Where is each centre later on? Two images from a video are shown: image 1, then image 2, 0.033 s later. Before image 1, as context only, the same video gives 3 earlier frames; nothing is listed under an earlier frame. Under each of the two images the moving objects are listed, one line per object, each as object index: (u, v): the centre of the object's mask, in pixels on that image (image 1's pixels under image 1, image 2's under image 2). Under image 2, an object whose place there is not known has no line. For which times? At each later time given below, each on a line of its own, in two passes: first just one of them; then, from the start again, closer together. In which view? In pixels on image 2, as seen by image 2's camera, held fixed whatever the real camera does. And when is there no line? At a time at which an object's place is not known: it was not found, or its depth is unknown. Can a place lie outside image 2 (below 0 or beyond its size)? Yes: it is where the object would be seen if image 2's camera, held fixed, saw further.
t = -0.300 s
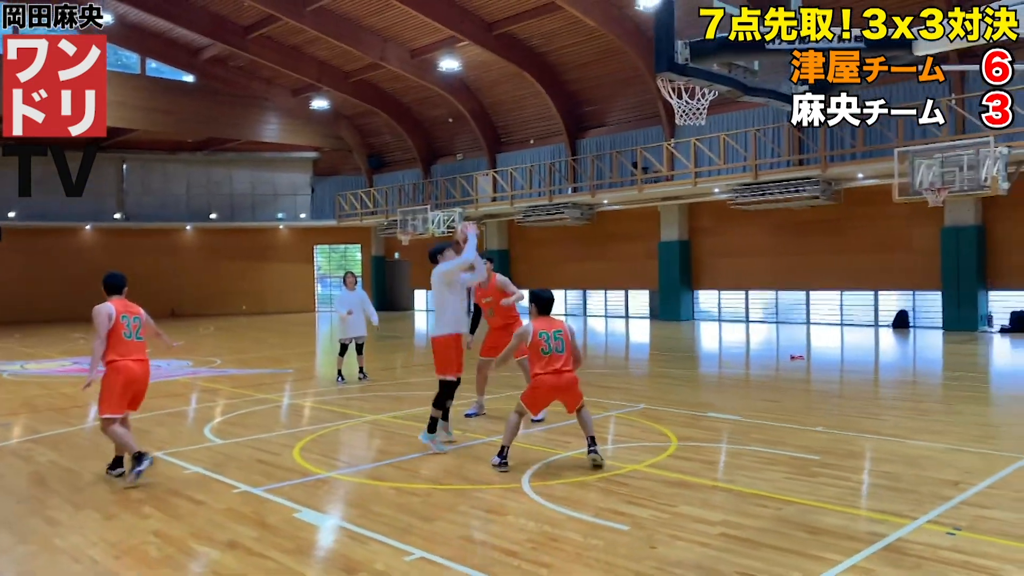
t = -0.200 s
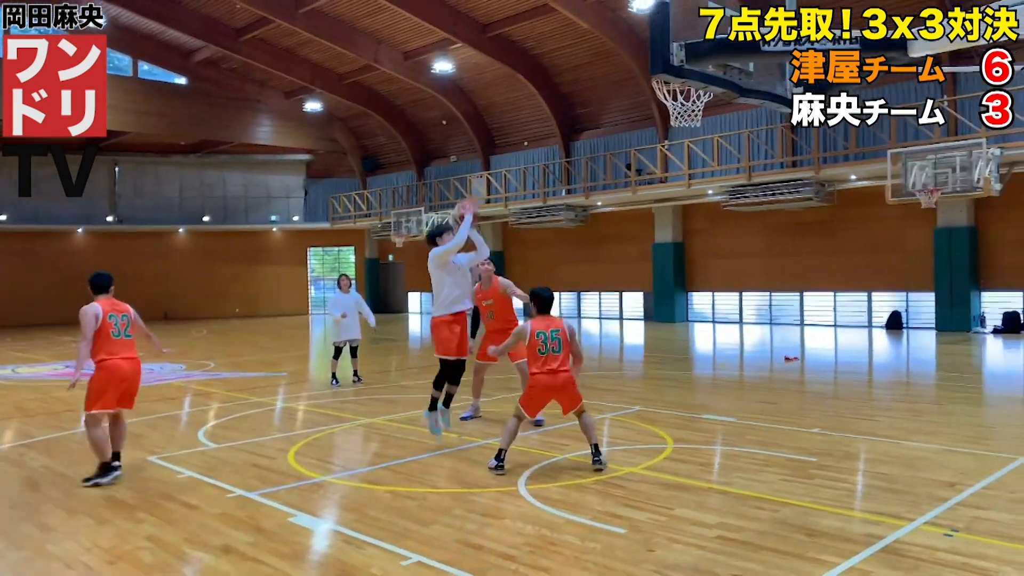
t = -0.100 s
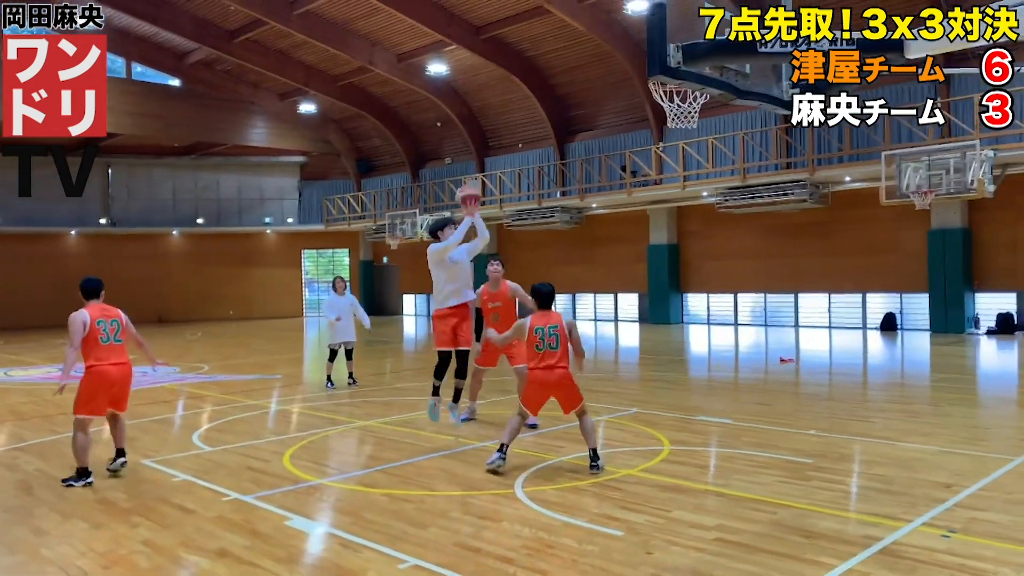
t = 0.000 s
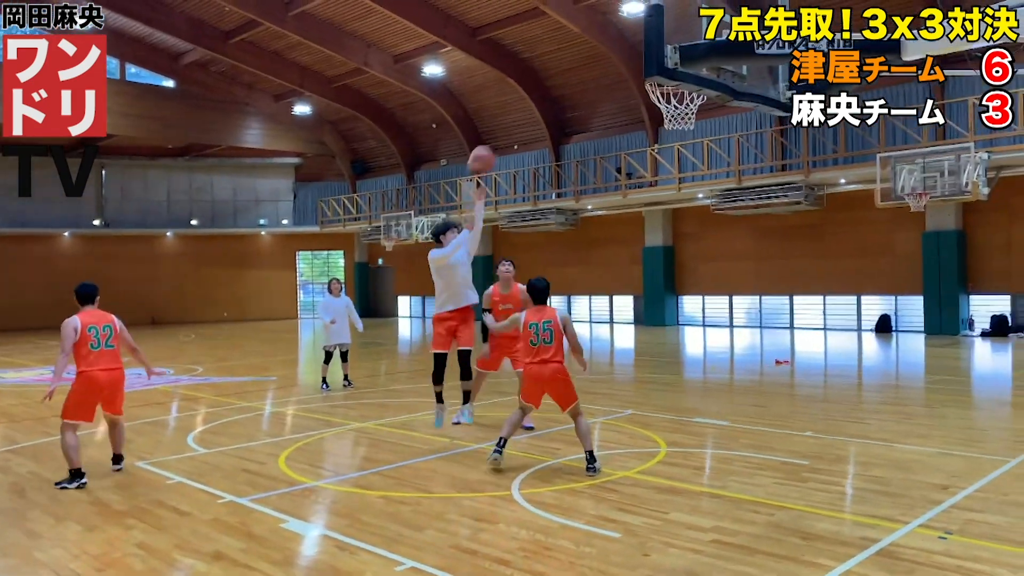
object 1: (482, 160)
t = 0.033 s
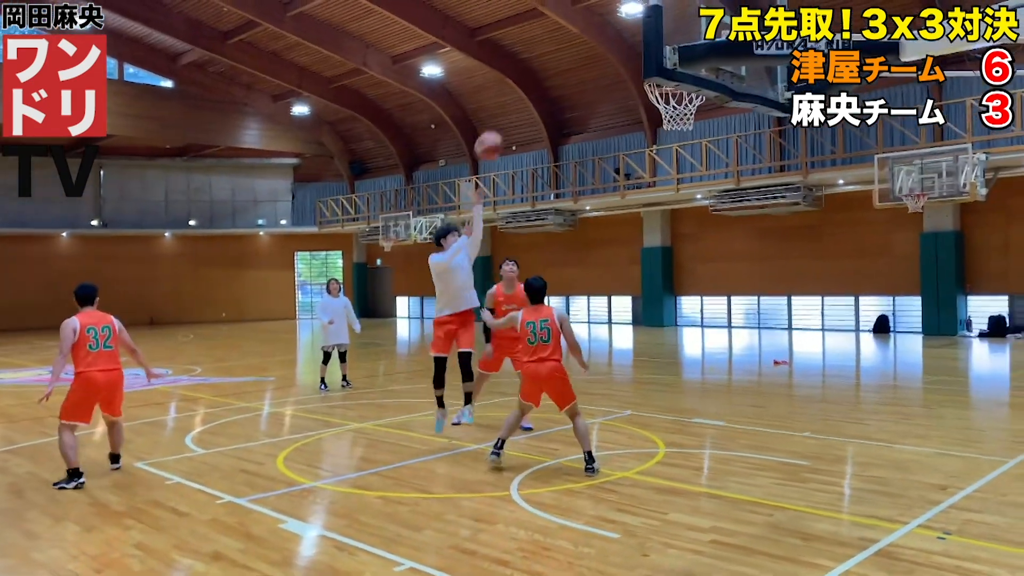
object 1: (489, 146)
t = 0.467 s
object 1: (613, 39)
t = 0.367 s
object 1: (582, 46)
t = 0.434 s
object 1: (603, 40)
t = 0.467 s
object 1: (613, 39)
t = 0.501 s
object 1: (625, 40)
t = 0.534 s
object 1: (634, 41)
